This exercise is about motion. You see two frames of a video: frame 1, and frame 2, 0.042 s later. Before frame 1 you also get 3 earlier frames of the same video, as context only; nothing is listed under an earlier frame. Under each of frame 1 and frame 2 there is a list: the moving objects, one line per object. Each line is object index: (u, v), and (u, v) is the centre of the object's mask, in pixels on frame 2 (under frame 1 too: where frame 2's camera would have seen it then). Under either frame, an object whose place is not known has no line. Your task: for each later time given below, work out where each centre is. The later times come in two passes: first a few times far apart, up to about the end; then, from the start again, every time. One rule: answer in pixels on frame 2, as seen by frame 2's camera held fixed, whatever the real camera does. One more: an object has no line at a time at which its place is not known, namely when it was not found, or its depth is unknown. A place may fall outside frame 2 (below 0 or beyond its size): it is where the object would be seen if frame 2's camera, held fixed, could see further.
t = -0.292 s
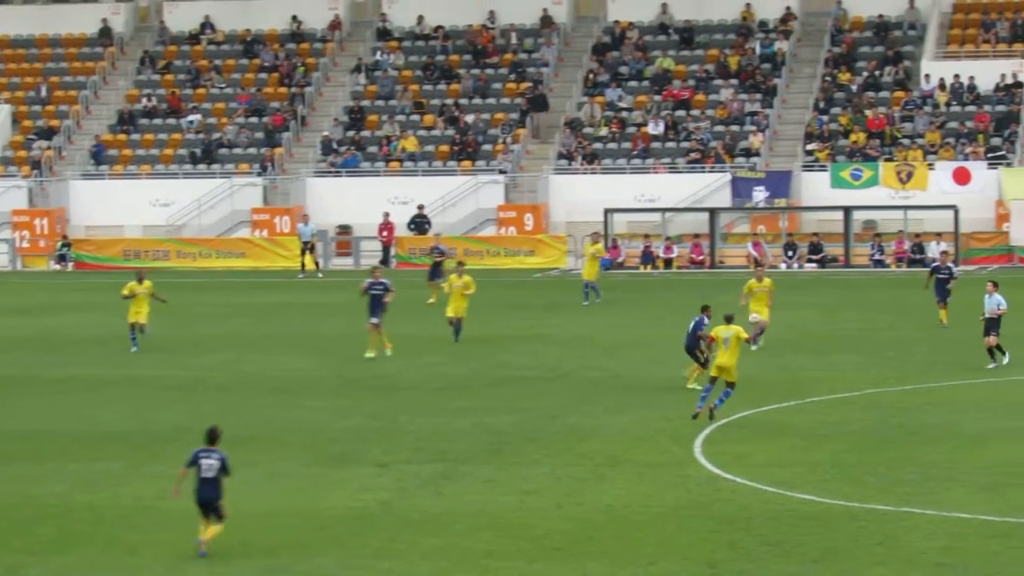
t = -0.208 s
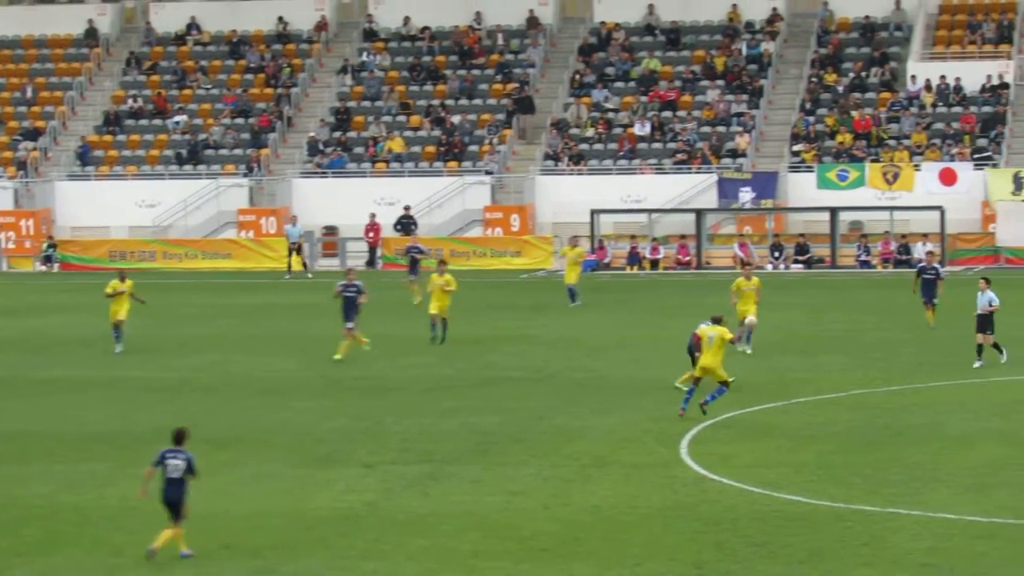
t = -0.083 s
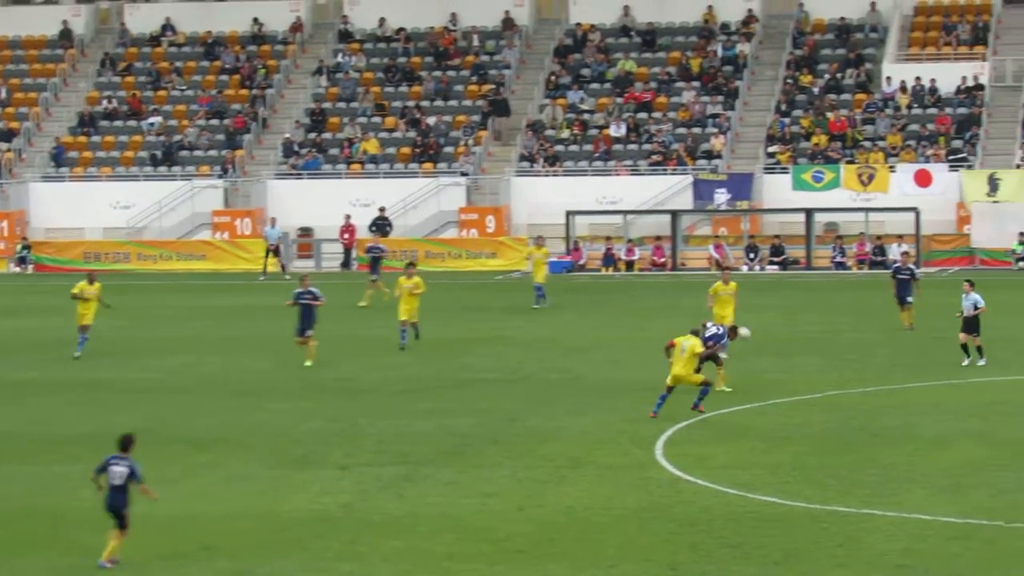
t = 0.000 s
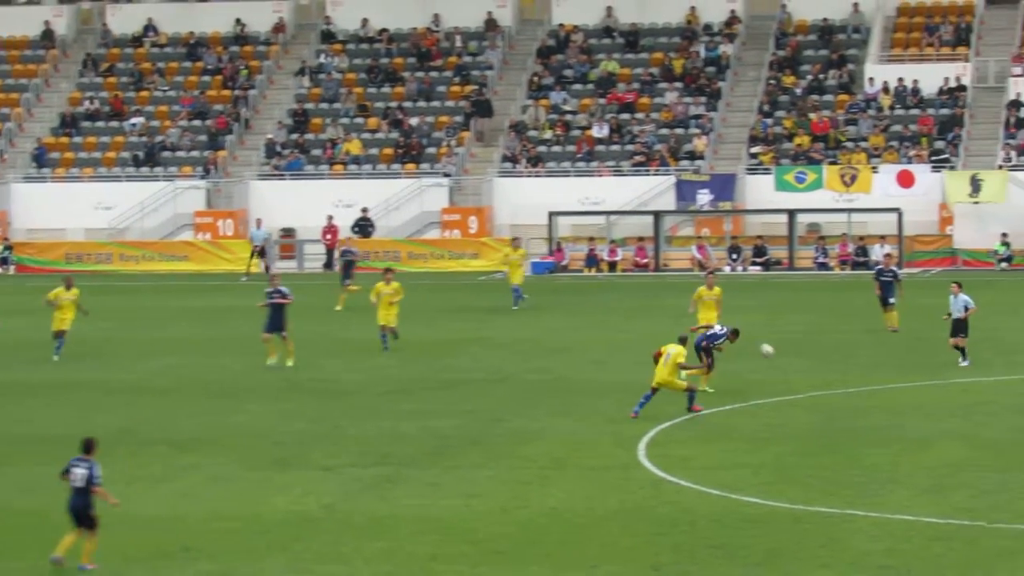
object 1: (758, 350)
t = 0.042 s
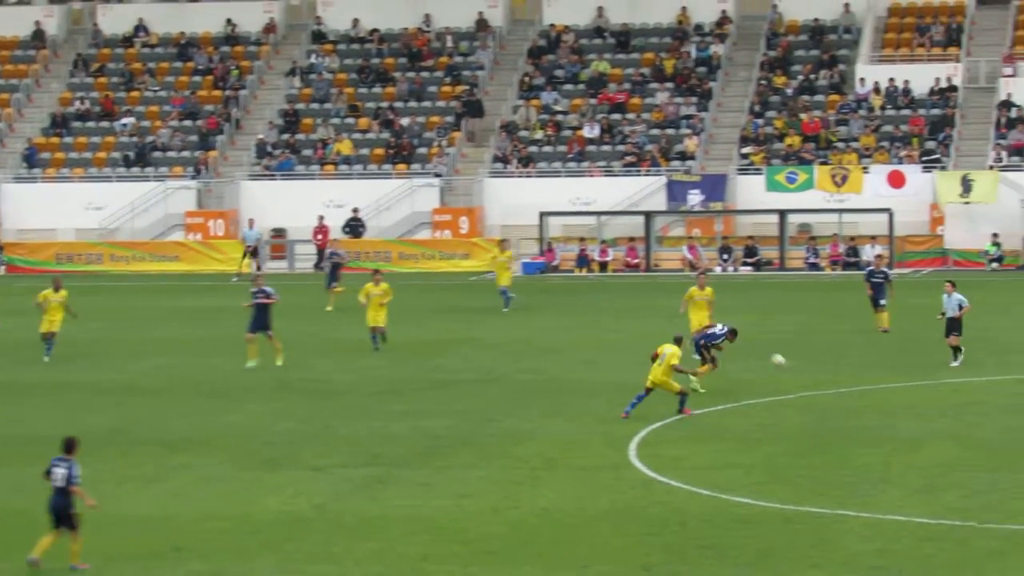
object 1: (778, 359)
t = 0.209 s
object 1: (852, 386)
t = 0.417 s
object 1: (916, 361)
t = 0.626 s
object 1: (982, 362)
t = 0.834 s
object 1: (1048, 389)
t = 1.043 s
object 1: (1120, 397)
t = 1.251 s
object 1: (1194, 396)
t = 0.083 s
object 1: (799, 369)
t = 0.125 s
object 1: (819, 382)
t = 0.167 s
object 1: (840, 394)
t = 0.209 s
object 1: (852, 386)
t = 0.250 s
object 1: (864, 380)
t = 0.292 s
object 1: (878, 374)
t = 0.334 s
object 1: (889, 369)
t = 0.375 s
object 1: (902, 364)
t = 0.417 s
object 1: (916, 361)
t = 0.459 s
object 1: (929, 360)
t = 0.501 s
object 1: (942, 359)
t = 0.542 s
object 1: (955, 359)
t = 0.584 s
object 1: (969, 360)
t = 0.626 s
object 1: (982, 362)
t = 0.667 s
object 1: (995, 365)
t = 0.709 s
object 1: (1009, 370)
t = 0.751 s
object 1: (1022, 375)
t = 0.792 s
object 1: (1036, 382)
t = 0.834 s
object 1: (1048, 389)
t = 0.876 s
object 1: (1062, 398)
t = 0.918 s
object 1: (1075, 408)
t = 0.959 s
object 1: (1089, 405)
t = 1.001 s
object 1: (1104, 401)
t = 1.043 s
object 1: (1120, 397)
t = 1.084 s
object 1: (1134, 395)
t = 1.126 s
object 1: (1149, 394)
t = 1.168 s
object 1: (1164, 394)
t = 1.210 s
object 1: (1179, 395)
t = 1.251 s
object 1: (1194, 396)
